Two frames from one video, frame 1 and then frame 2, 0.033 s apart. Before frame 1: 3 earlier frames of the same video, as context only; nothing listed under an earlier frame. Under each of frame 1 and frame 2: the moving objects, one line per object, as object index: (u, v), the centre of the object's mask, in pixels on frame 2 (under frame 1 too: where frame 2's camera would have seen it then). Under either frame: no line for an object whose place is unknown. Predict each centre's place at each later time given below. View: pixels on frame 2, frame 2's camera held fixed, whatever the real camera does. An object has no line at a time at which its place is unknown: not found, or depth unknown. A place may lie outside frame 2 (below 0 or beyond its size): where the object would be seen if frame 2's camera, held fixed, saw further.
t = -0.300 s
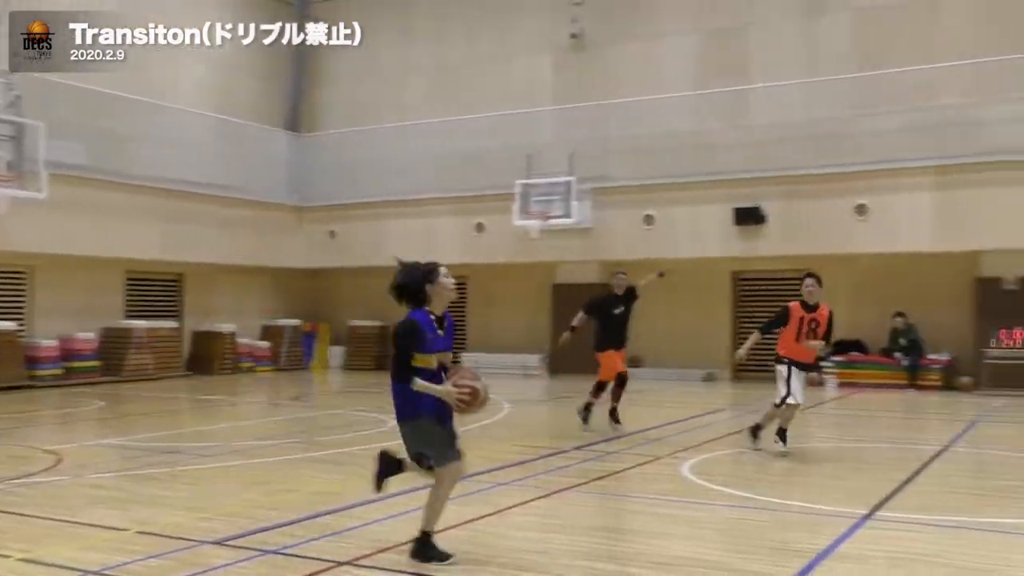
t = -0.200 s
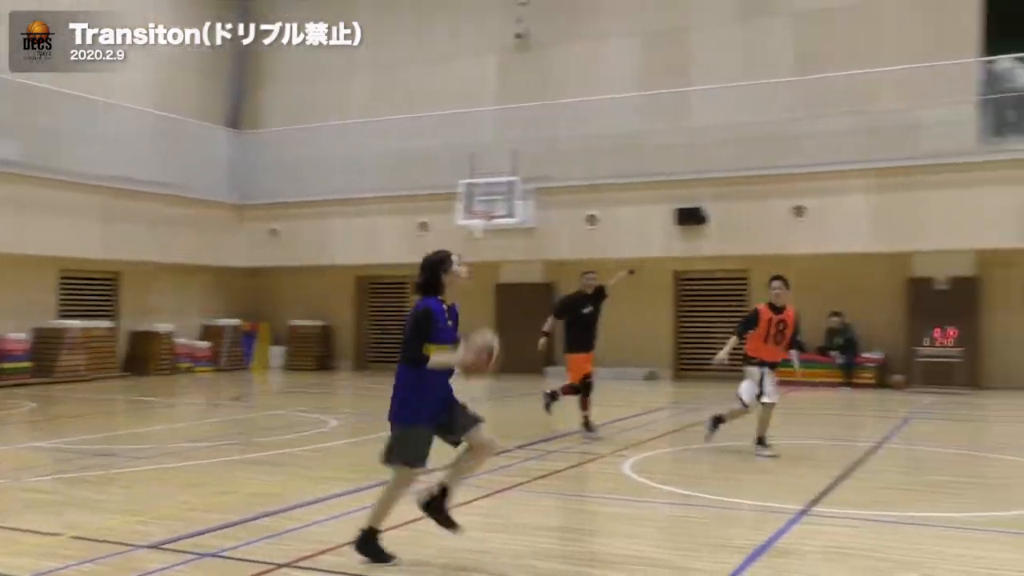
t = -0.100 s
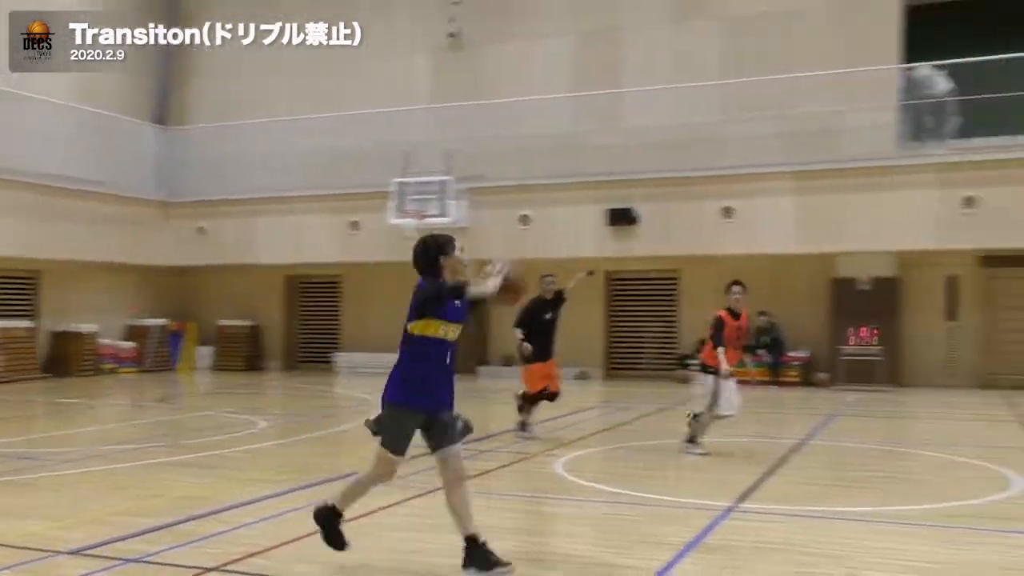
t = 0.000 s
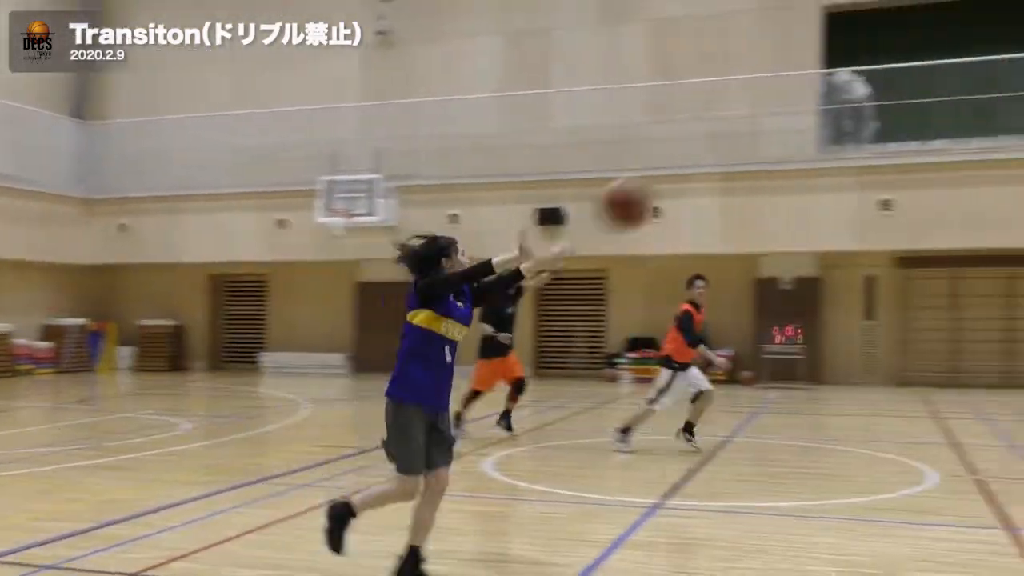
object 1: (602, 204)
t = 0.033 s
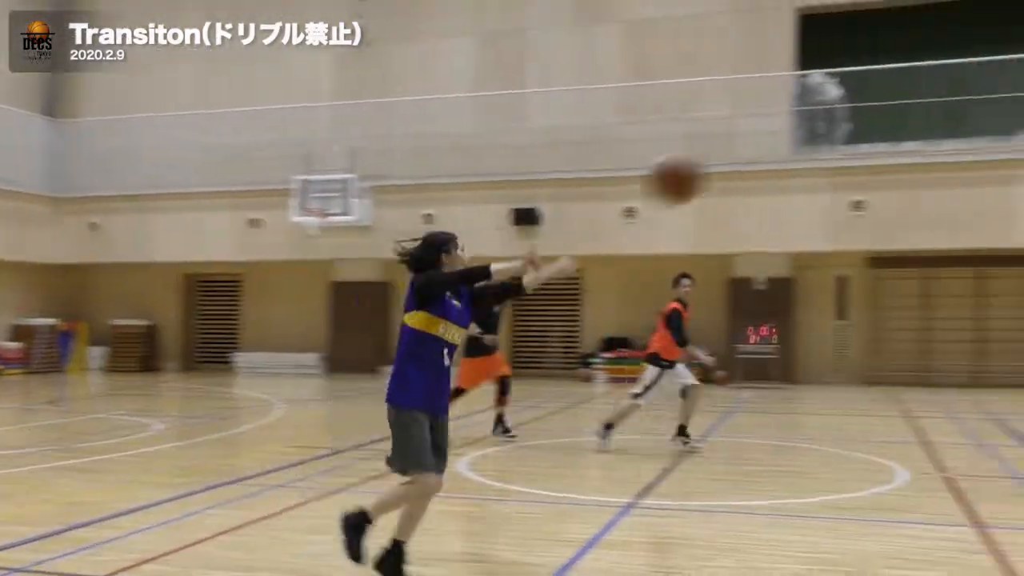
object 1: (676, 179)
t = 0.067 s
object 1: (756, 152)
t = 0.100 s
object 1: (838, 126)
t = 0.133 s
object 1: (921, 105)
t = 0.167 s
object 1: (1012, 83)
